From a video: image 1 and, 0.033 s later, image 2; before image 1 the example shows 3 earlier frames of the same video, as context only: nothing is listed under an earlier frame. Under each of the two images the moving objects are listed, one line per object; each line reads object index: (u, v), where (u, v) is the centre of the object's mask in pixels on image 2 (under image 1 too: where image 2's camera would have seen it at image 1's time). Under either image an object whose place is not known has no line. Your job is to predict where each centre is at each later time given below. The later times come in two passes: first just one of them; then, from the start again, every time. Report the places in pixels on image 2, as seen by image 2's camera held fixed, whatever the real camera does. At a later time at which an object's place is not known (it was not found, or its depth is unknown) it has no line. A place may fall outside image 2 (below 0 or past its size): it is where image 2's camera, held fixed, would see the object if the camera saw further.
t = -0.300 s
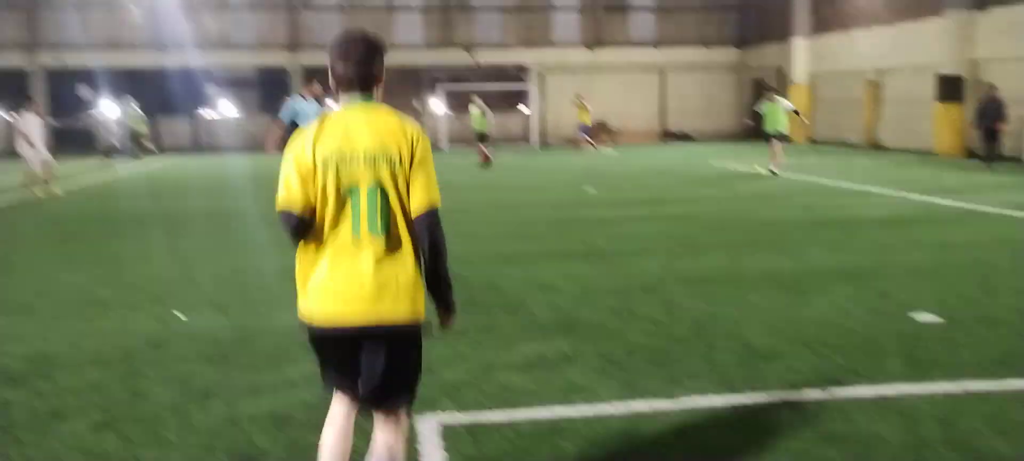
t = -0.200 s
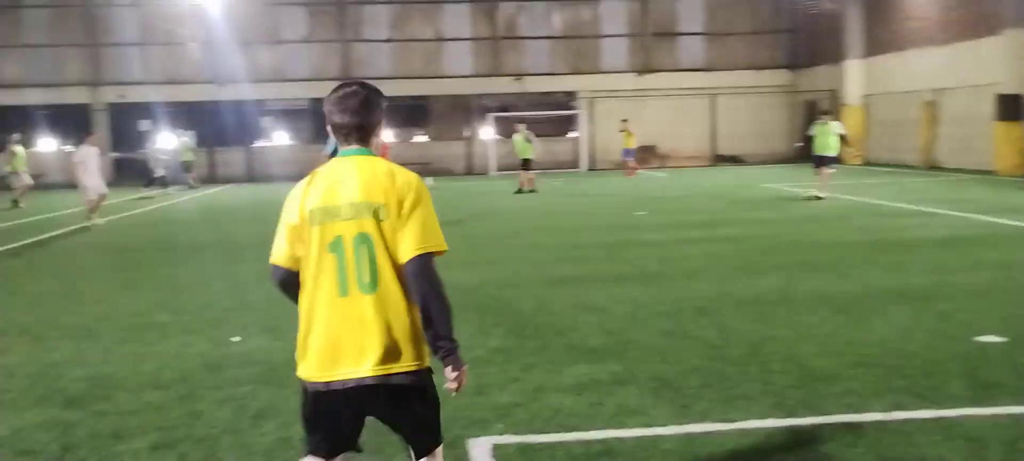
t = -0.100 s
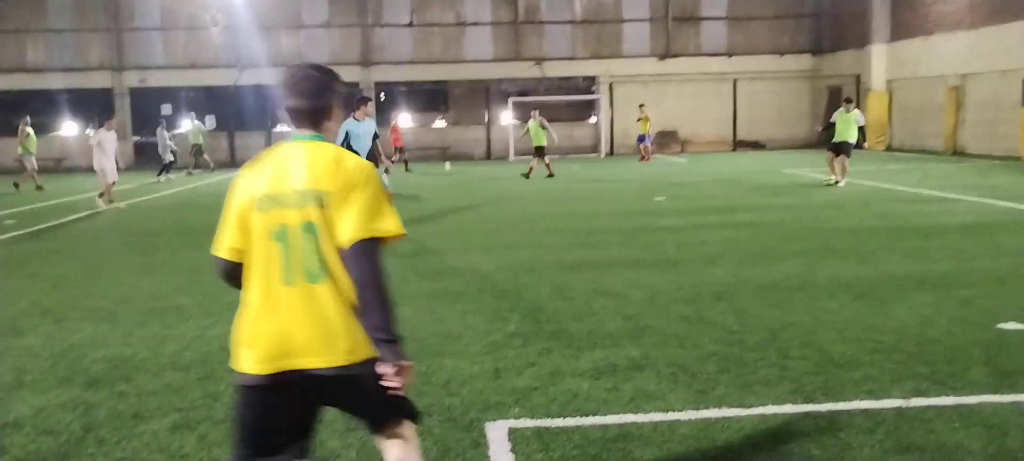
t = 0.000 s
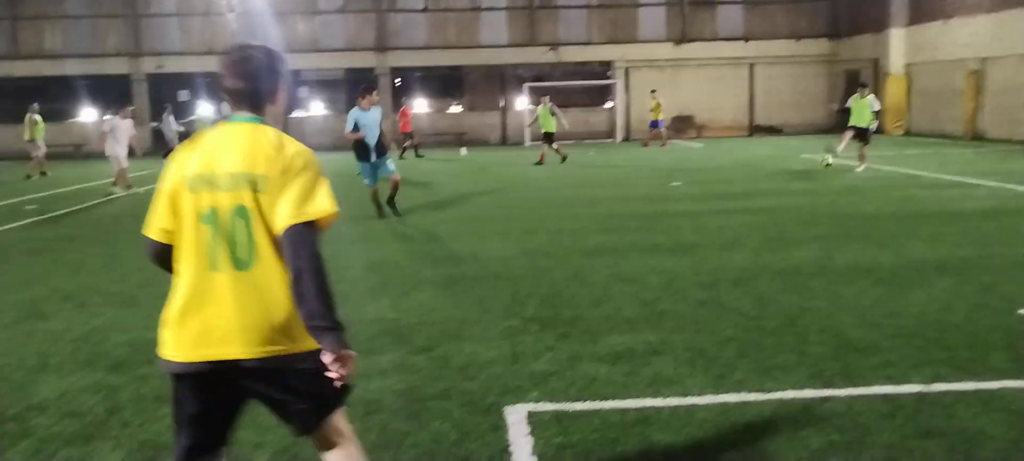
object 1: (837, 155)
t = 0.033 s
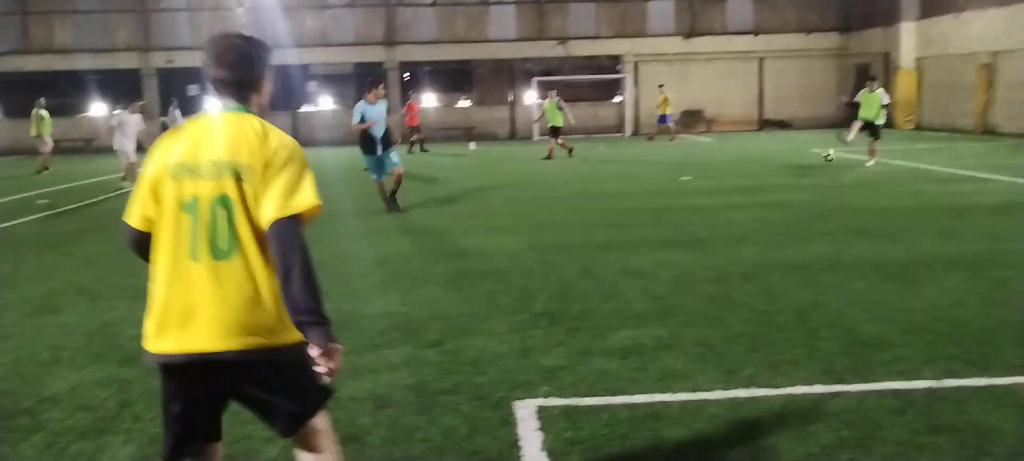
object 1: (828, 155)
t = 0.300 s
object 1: (749, 182)
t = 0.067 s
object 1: (819, 156)
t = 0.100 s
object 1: (812, 156)
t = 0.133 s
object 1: (800, 158)
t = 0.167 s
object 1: (791, 161)
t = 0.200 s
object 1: (781, 164)
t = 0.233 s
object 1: (770, 169)
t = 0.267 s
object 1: (760, 174)
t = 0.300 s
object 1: (749, 182)
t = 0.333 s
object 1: (737, 191)
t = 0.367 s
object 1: (724, 202)
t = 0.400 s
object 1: (711, 213)
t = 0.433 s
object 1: (700, 215)
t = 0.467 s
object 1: (689, 218)
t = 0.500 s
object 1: (676, 221)
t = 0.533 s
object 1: (663, 226)
